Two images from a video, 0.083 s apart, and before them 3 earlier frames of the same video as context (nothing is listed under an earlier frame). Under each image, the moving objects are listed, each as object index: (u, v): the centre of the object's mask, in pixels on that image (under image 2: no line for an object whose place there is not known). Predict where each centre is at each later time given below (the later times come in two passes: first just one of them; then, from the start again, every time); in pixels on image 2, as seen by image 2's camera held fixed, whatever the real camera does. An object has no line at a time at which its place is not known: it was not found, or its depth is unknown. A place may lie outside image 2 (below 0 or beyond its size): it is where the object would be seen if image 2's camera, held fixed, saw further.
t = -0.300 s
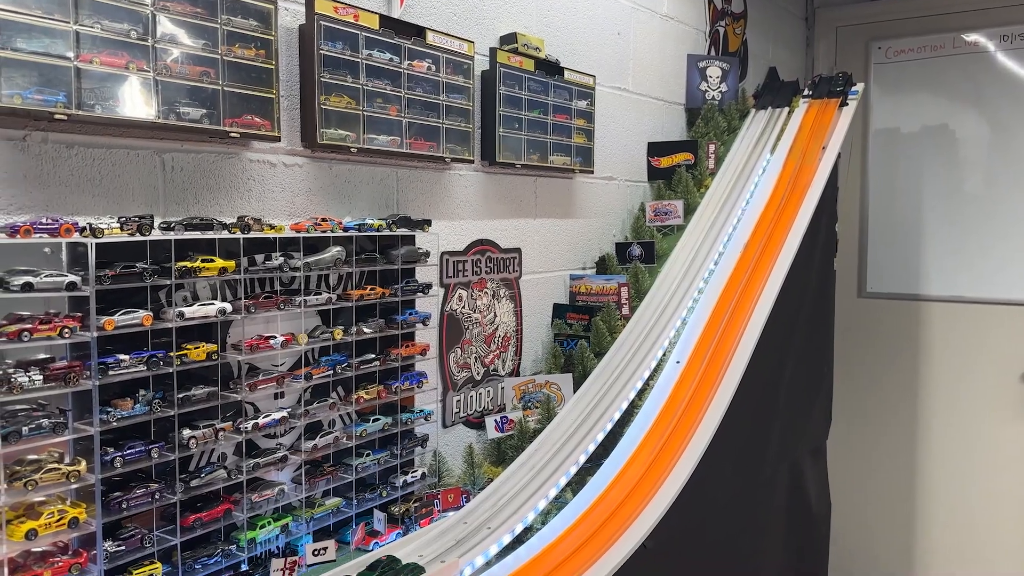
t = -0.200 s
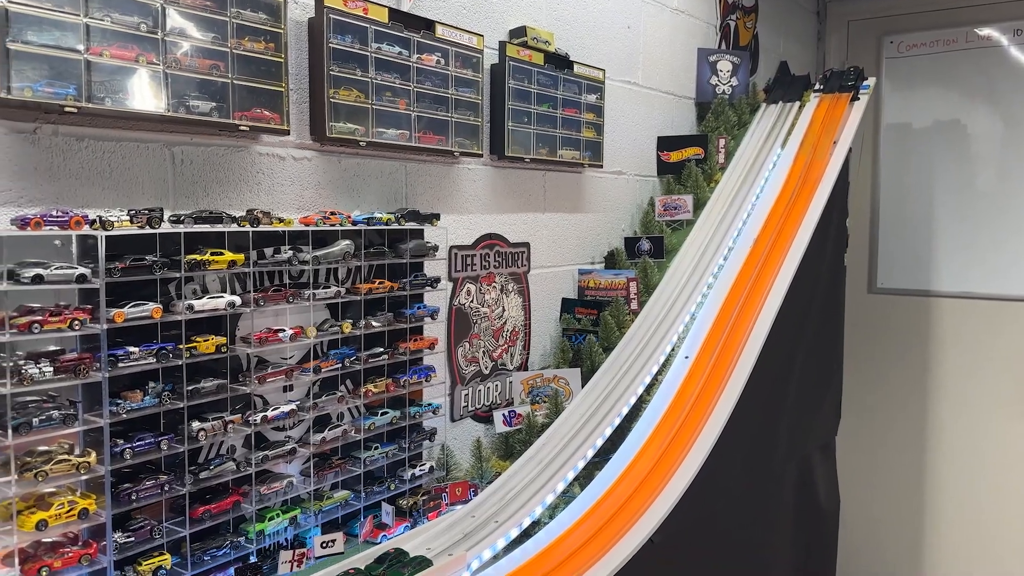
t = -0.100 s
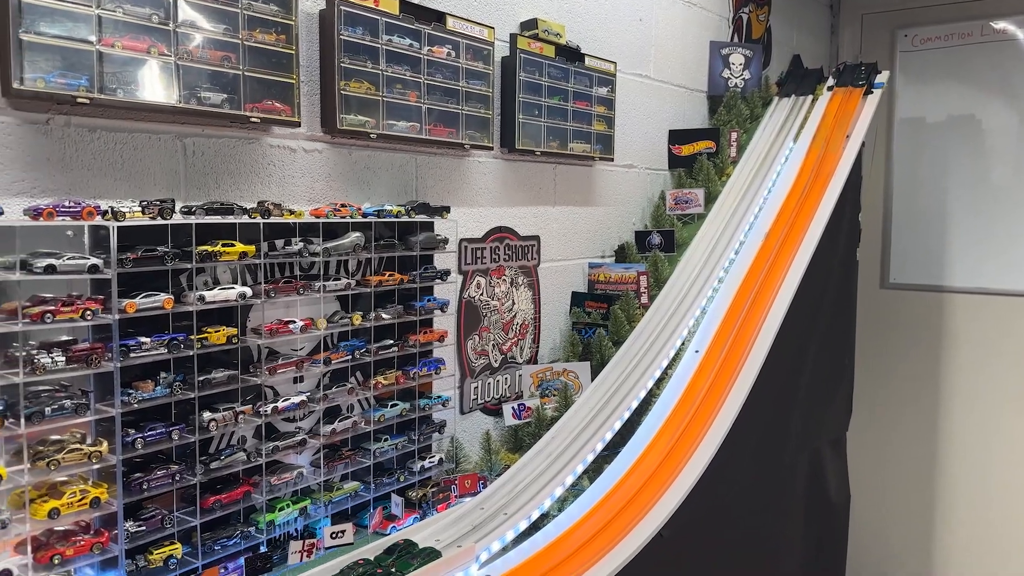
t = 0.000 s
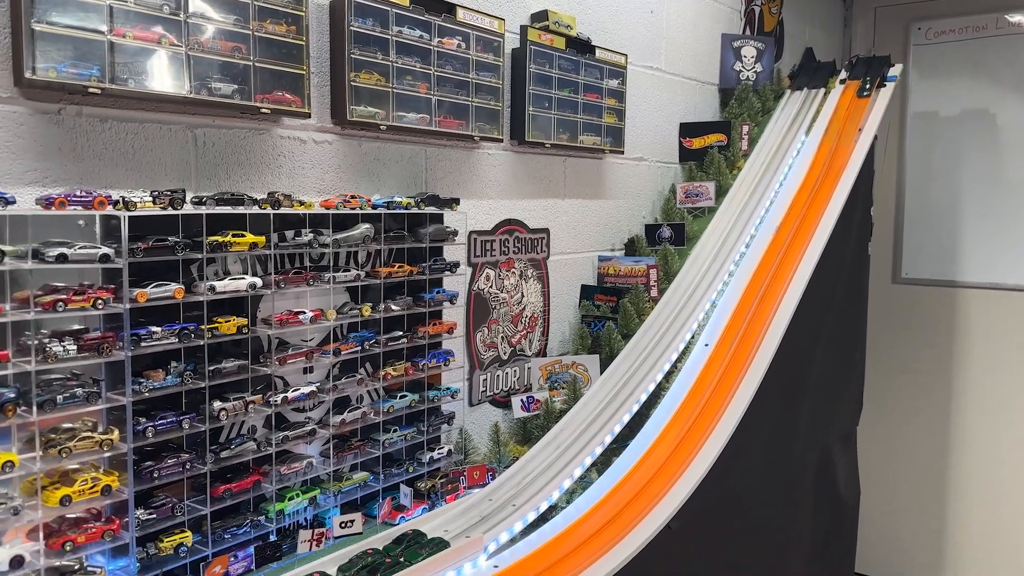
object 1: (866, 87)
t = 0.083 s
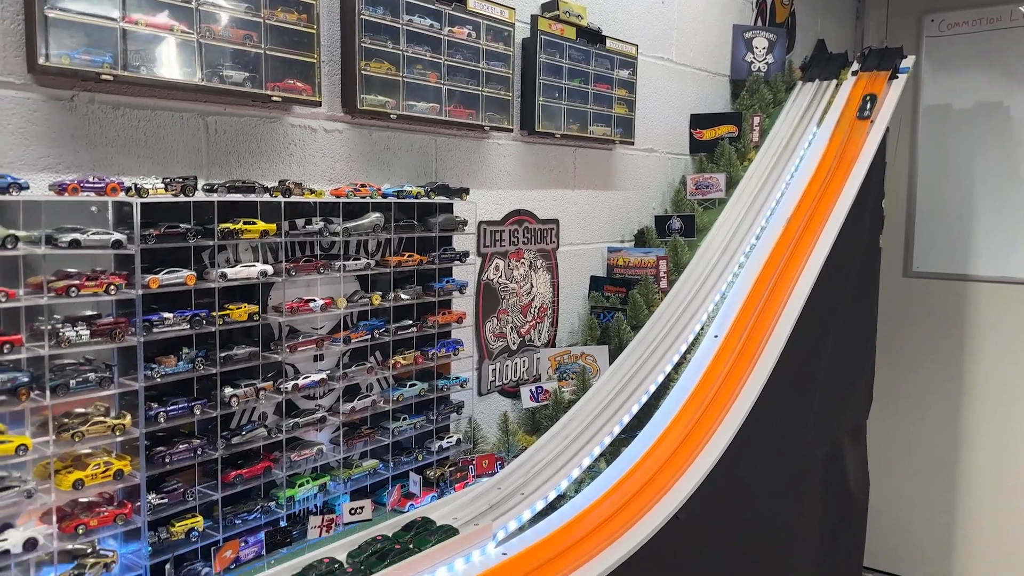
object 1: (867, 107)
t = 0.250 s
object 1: (821, 206)
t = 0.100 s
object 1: (864, 114)
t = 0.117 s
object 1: (860, 123)
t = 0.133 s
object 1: (856, 132)
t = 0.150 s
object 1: (852, 141)
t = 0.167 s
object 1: (848, 151)
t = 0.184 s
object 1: (843, 161)
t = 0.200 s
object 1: (838, 172)
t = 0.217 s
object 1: (833, 182)
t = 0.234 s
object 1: (827, 194)
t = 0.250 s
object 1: (821, 206)
